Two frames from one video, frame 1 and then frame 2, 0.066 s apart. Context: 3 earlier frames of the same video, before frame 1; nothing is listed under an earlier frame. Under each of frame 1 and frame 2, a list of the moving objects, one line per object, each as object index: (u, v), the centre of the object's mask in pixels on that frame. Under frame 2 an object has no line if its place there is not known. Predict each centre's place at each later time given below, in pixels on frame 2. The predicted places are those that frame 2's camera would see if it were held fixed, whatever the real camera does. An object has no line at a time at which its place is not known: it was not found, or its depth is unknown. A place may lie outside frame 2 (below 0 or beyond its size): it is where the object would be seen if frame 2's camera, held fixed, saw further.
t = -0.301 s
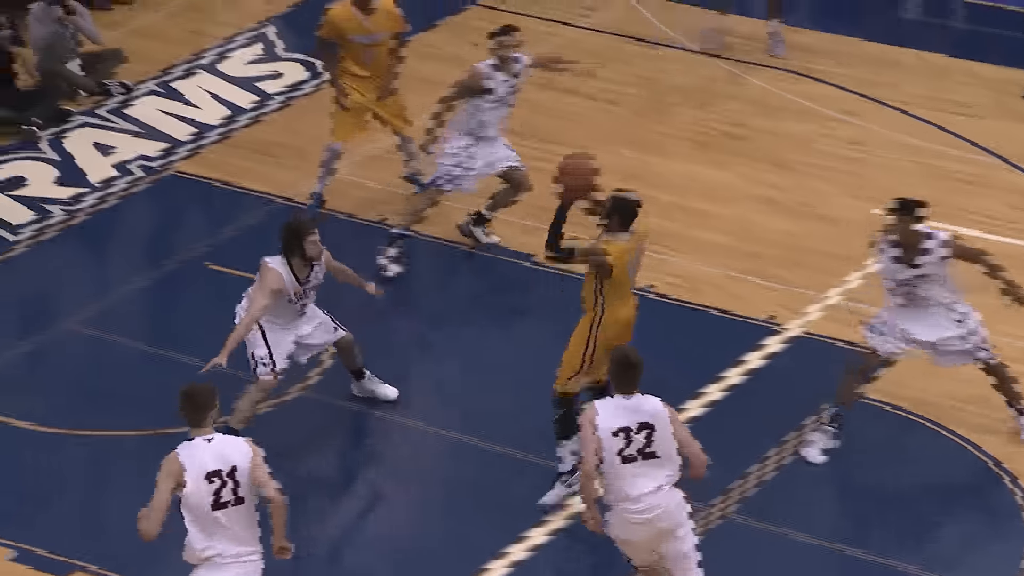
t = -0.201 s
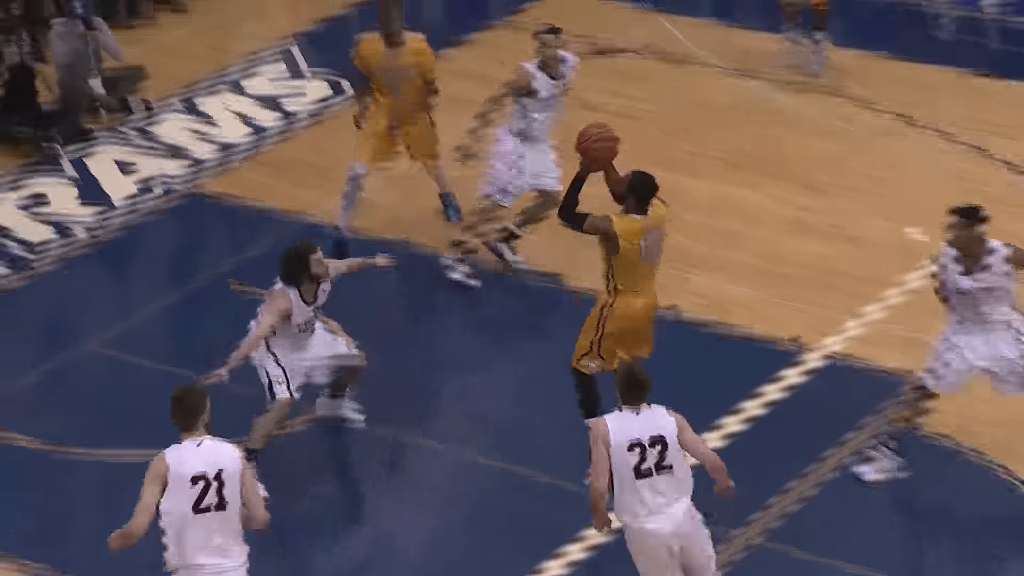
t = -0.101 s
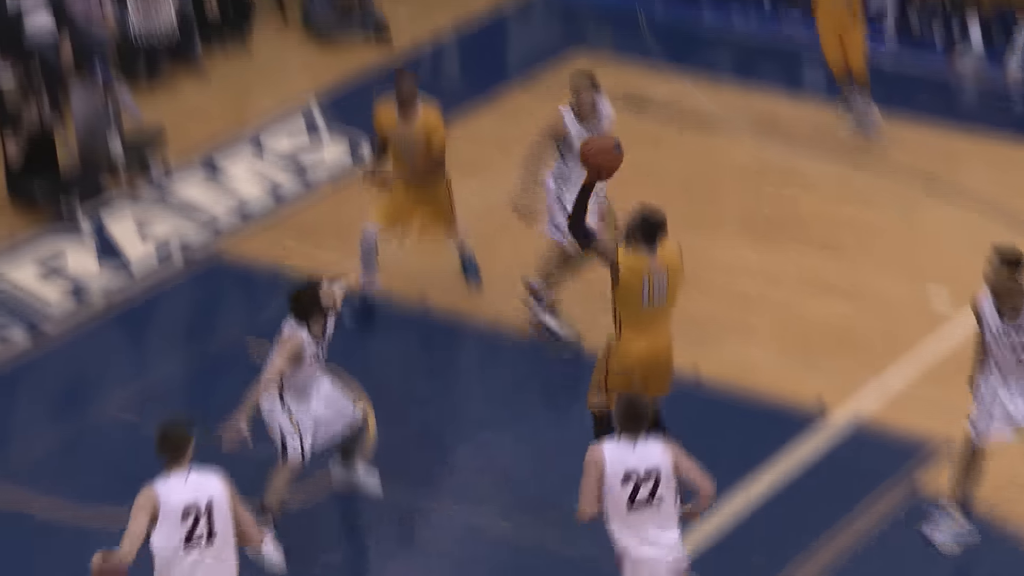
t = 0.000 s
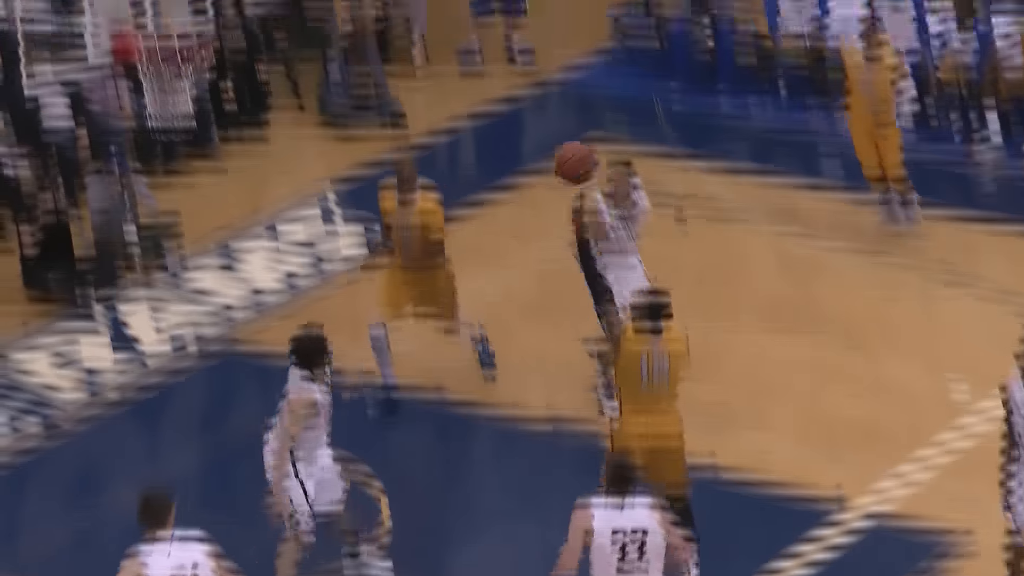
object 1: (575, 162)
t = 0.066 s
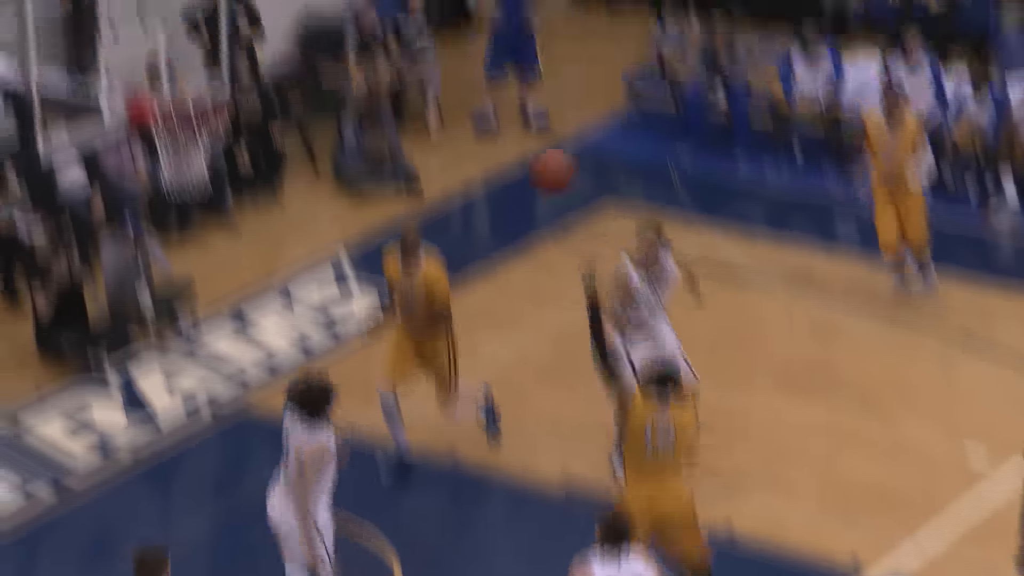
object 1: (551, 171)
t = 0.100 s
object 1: (533, 149)
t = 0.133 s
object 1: (517, 127)
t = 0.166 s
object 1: (497, 109)
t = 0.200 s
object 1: (479, 91)
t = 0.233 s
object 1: (462, 76)
